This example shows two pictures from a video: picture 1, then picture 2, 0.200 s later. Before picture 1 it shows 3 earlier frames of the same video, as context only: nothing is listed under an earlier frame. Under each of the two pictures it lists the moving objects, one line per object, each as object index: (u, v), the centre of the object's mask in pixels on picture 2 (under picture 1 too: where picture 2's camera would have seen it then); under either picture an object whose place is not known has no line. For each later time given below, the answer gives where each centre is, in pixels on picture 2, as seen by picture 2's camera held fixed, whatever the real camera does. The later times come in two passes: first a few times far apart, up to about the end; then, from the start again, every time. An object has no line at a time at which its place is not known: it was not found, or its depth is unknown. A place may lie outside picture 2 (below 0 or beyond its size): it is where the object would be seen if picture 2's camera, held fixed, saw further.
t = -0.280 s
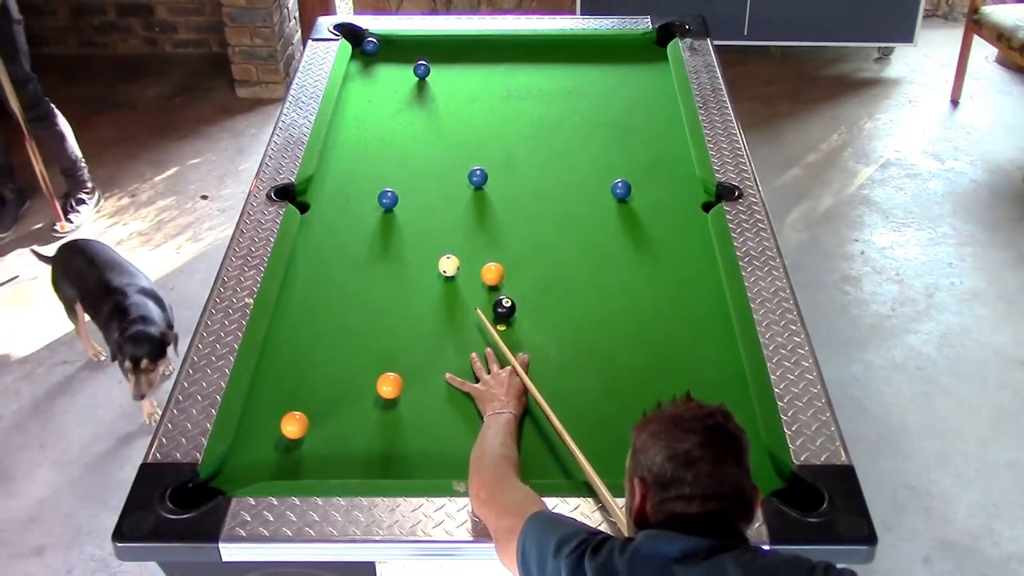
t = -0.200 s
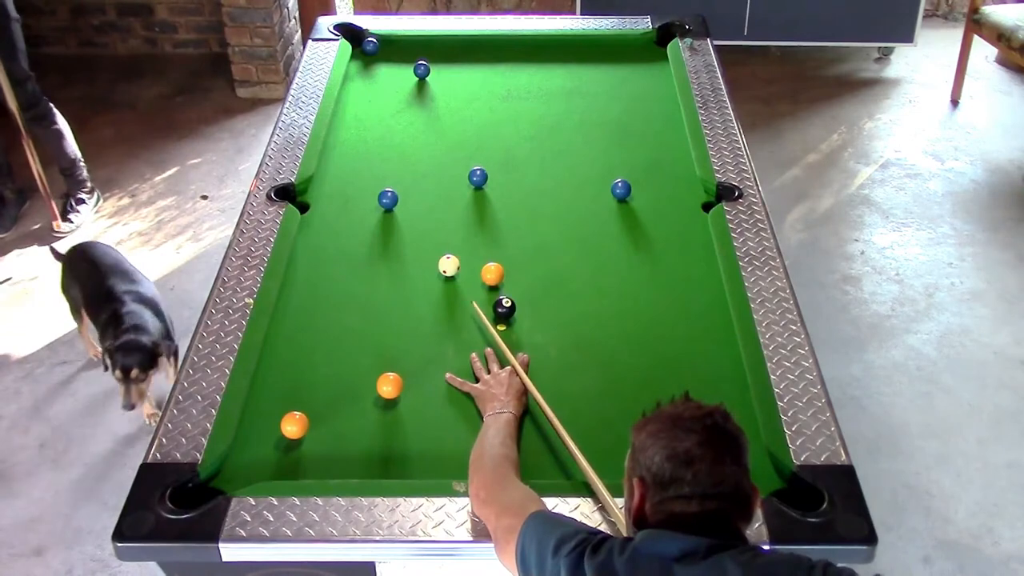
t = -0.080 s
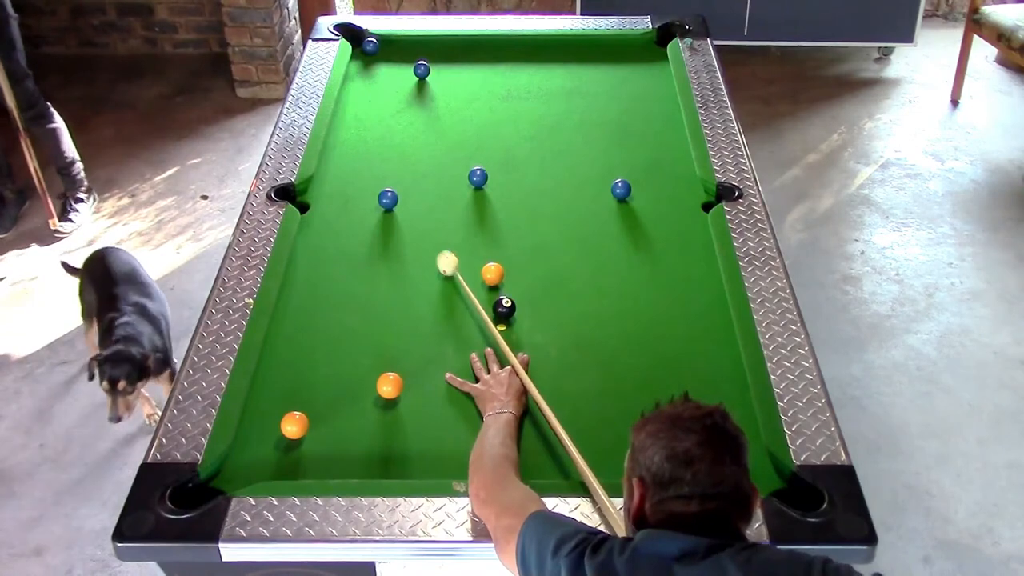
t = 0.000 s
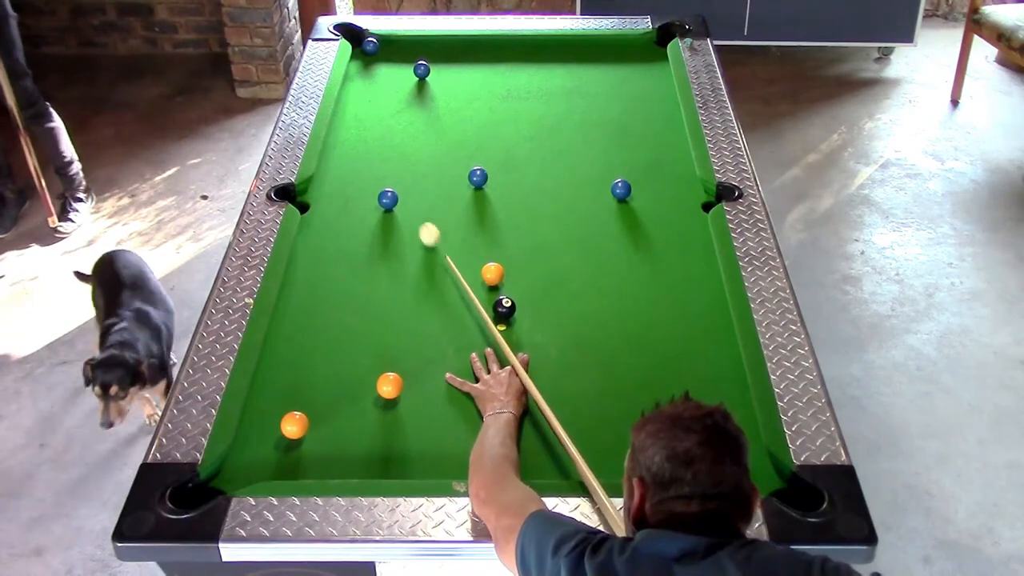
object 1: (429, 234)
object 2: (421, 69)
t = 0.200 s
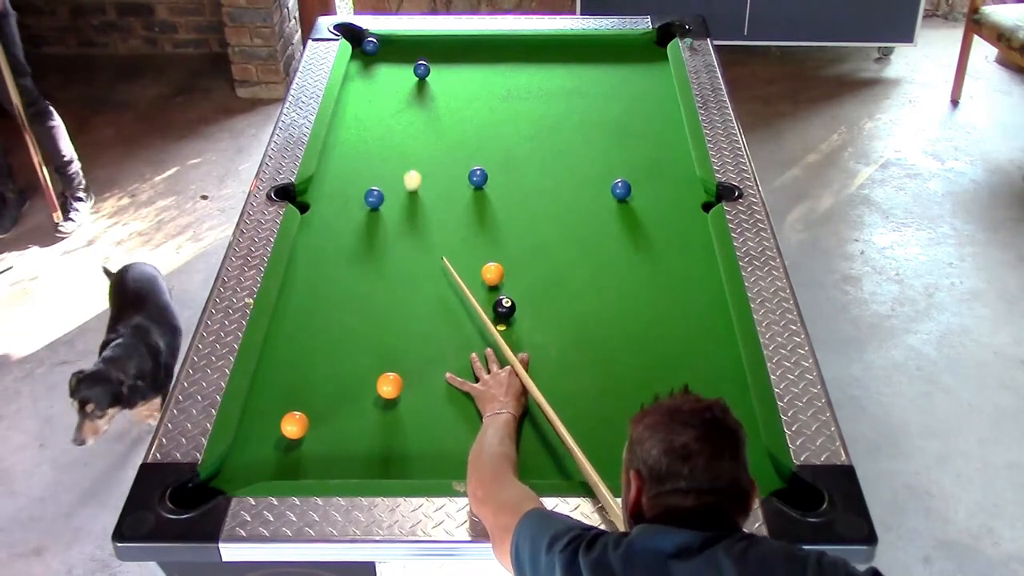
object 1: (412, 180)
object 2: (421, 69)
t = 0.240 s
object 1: (414, 171)
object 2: (421, 69)
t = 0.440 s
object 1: (419, 129)
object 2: (421, 69)
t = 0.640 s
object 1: (423, 92)
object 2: (421, 69)
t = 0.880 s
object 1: (437, 74)
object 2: (414, 55)
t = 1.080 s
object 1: (450, 67)
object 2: (407, 43)
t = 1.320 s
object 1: (465, 60)
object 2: (396, 54)
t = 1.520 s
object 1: (475, 55)
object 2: (388, 63)
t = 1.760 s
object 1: (486, 50)
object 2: (378, 74)
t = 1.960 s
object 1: (493, 47)
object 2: (370, 83)
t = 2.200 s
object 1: (500, 44)
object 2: (360, 93)
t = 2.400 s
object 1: (505, 42)
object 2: (353, 100)
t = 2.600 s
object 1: (507, 43)
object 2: (346, 107)
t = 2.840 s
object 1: (508, 44)
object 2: (343, 114)
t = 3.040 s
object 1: (509, 44)
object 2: (345, 119)
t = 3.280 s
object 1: (509, 44)
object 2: (345, 123)
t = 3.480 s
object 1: (509, 44)
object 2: (346, 127)
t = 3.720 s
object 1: (509, 44)
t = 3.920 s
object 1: (509, 44)
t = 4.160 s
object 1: (509, 44)
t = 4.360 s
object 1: (509, 44)
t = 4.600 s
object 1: (509, 44)
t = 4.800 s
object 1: (509, 44)
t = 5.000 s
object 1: (509, 44)
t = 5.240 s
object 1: (509, 44)
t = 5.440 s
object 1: (509, 44)
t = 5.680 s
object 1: (509, 44)
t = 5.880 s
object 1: (509, 44)
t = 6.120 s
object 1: (509, 44)
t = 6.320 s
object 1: (509, 44)
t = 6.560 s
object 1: (509, 44)
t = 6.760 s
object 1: (509, 44)
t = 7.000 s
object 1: (509, 44)
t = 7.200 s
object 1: (509, 44)
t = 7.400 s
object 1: (509, 44)
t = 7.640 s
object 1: (509, 44)
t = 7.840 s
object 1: (509, 44)
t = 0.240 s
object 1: (414, 171)
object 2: (421, 69)
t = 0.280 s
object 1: (414, 162)
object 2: (421, 69)
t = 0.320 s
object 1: (415, 153)
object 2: (421, 69)
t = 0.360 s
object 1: (417, 145)
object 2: (421, 69)
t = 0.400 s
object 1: (418, 137)
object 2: (421, 69)
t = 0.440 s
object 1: (419, 129)
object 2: (421, 69)
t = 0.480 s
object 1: (420, 121)
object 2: (421, 69)
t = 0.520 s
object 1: (421, 114)
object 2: (421, 69)
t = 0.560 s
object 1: (421, 106)
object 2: (421, 69)
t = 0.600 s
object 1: (422, 99)
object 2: (421, 69)
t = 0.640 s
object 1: (423, 92)
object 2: (421, 69)
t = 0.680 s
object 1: (423, 86)
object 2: (421, 69)
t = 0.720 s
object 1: (424, 80)
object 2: (421, 67)
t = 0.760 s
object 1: (427, 77)
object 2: (419, 65)
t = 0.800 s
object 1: (430, 76)
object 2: (418, 62)
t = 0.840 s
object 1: (434, 75)
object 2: (416, 58)
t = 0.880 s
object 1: (437, 74)
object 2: (414, 55)
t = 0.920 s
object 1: (440, 72)
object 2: (413, 52)
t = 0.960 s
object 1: (443, 71)
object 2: (411, 49)
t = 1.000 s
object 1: (445, 69)
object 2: (409, 46)
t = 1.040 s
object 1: (448, 68)
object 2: (408, 43)
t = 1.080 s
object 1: (450, 67)
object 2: (407, 43)
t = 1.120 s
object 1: (453, 66)
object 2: (405, 44)
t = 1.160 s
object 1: (455, 65)
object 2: (403, 46)
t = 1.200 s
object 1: (458, 64)
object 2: (401, 48)
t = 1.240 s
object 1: (460, 62)
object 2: (400, 50)
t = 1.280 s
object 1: (462, 61)
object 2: (398, 52)
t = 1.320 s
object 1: (465, 60)
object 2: (396, 54)
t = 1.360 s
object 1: (467, 59)
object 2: (394, 55)
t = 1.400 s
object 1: (469, 58)
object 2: (393, 57)
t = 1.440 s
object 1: (471, 57)
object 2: (391, 59)
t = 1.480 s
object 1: (473, 56)
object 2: (389, 61)
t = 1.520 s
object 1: (475, 55)
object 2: (388, 63)
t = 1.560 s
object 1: (477, 54)
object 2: (386, 65)
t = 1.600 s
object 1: (479, 54)
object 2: (384, 67)
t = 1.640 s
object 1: (481, 53)
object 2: (383, 68)
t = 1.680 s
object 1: (482, 52)
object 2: (381, 71)
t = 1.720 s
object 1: (484, 51)
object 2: (380, 72)
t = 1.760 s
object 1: (486, 50)
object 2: (378, 74)
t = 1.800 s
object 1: (487, 50)
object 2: (376, 76)
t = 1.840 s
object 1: (489, 49)
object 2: (375, 77)
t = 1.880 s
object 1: (490, 48)
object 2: (373, 79)
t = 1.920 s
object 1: (492, 48)
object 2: (371, 81)
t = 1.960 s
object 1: (493, 47)
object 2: (370, 83)
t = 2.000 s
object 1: (494, 46)
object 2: (368, 84)
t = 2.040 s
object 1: (496, 46)
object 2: (367, 86)
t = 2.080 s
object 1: (497, 45)
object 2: (365, 88)
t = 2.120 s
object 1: (498, 45)
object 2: (364, 89)
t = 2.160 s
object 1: (499, 44)
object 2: (362, 91)
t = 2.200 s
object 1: (500, 44)
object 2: (360, 93)
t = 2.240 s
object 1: (501, 43)
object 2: (359, 94)
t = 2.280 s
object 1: (502, 43)
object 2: (357, 95)
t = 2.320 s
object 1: (504, 42)
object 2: (356, 97)
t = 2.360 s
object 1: (504, 42)
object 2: (354, 99)
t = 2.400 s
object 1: (505, 42)
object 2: (353, 100)
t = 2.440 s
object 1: (505, 42)
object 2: (351, 101)
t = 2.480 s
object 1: (506, 43)
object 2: (350, 103)
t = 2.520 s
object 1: (506, 43)
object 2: (348, 104)
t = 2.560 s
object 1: (507, 43)
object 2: (347, 106)
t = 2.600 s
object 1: (507, 43)
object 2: (346, 107)
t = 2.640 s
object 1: (507, 43)
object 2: (344, 109)
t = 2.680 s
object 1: (507, 43)
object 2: (343, 110)
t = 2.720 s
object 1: (508, 43)
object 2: (342, 111)
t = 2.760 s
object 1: (508, 44)
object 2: (343, 112)
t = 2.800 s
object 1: (508, 44)
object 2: (343, 113)
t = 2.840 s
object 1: (508, 44)
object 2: (343, 114)
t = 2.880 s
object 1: (508, 44)
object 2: (343, 115)
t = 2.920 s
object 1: (509, 44)
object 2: (344, 116)
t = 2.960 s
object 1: (509, 44)
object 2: (344, 117)
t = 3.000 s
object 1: (509, 44)
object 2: (344, 118)
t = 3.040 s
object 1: (509, 44)
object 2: (345, 119)
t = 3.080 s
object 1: (509, 44)
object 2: (345, 119)
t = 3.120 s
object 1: (509, 44)
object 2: (345, 120)
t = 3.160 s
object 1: (509, 44)
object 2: (345, 121)
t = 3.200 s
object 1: (509, 44)
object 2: (345, 122)
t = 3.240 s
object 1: (509, 44)
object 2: (345, 123)
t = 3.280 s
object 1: (509, 44)
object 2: (345, 123)
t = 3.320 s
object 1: (509, 44)
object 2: (346, 124)
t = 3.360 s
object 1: (509, 44)
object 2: (346, 125)
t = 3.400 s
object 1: (509, 44)
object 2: (346, 126)
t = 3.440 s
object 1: (509, 44)
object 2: (346, 126)
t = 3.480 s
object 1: (509, 44)
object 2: (346, 127)
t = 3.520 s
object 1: (509, 44)
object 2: (346, 128)
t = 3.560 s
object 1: (509, 44)
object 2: (346, 128)
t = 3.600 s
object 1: (509, 44)
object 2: (346, 129)
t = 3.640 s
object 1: (509, 44)
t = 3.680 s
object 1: (509, 44)
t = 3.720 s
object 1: (509, 44)
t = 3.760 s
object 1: (509, 44)
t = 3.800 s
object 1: (509, 44)
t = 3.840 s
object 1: (509, 44)
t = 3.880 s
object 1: (509, 44)
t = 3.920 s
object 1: (509, 44)
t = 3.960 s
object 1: (509, 44)
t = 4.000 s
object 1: (509, 44)
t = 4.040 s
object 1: (509, 44)
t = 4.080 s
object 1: (509, 44)
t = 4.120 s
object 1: (509, 44)
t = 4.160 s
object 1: (509, 44)
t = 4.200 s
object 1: (509, 44)
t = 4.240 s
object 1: (509, 44)
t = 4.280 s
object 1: (509, 44)
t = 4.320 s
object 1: (509, 44)
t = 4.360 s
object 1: (509, 44)
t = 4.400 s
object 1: (509, 44)
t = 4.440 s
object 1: (509, 44)
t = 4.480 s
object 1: (509, 44)
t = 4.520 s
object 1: (509, 44)
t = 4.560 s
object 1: (509, 44)
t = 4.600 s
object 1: (509, 44)
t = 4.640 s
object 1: (509, 44)
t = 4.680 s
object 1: (509, 44)
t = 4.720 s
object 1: (509, 44)
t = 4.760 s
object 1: (509, 44)
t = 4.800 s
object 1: (509, 44)
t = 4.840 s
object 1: (509, 44)
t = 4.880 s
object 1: (509, 44)
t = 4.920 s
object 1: (509, 44)
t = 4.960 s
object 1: (509, 44)
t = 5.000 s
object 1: (509, 44)
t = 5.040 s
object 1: (509, 43)
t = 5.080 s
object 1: (509, 44)
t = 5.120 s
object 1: (509, 43)
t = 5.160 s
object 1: (509, 43)
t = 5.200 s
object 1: (509, 44)
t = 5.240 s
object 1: (509, 44)
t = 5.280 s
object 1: (509, 44)
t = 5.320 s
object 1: (509, 44)
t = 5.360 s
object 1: (509, 44)
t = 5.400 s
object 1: (509, 44)
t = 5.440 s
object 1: (509, 44)
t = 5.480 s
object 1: (509, 44)
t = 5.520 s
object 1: (509, 44)
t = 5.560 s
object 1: (509, 44)
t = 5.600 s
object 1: (509, 44)
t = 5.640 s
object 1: (509, 44)
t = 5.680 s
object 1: (509, 44)
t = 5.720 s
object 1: (509, 44)
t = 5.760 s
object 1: (509, 44)
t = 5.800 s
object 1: (509, 44)
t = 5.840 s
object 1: (509, 44)
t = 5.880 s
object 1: (509, 44)
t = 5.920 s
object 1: (509, 44)
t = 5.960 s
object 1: (509, 44)
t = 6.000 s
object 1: (509, 44)
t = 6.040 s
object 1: (509, 44)
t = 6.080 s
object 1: (509, 44)
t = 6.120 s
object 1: (509, 44)
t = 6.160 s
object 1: (509, 44)
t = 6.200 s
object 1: (509, 44)
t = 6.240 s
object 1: (509, 44)
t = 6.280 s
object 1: (509, 44)
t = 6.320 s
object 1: (509, 44)
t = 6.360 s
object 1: (509, 44)
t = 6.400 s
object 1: (509, 44)
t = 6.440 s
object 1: (509, 44)
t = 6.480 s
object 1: (509, 44)
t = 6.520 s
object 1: (509, 44)
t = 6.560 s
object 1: (509, 44)
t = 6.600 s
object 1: (509, 44)
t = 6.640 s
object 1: (509, 44)
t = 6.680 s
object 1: (509, 44)
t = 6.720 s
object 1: (509, 44)
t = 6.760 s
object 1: (509, 44)
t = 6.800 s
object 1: (509, 44)
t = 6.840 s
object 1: (509, 44)
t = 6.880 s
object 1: (509, 44)
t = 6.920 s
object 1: (509, 44)
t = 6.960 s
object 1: (509, 44)
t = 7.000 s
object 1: (509, 44)
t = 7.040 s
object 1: (509, 44)
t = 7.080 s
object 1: (509, 44)
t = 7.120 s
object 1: (509, 44)
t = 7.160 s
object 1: (509, 44)
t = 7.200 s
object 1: (509, 44)
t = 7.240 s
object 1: (509, 44)
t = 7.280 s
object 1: (509, 44)
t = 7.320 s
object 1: (509, 44)
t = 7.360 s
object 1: (509, 44)
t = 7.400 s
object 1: (509, 44)
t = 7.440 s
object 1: (509, 44)
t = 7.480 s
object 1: (509, 44)
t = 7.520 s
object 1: (509, 44)
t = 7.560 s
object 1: (509, 44)
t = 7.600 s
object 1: (509, 44)
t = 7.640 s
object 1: (509, 44)
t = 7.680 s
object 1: (509, 44)
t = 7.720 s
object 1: (509, 44)
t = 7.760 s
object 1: (509, 43)
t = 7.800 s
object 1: (509, 44)
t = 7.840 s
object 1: (509, 44)
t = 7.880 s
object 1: (509, 43)
